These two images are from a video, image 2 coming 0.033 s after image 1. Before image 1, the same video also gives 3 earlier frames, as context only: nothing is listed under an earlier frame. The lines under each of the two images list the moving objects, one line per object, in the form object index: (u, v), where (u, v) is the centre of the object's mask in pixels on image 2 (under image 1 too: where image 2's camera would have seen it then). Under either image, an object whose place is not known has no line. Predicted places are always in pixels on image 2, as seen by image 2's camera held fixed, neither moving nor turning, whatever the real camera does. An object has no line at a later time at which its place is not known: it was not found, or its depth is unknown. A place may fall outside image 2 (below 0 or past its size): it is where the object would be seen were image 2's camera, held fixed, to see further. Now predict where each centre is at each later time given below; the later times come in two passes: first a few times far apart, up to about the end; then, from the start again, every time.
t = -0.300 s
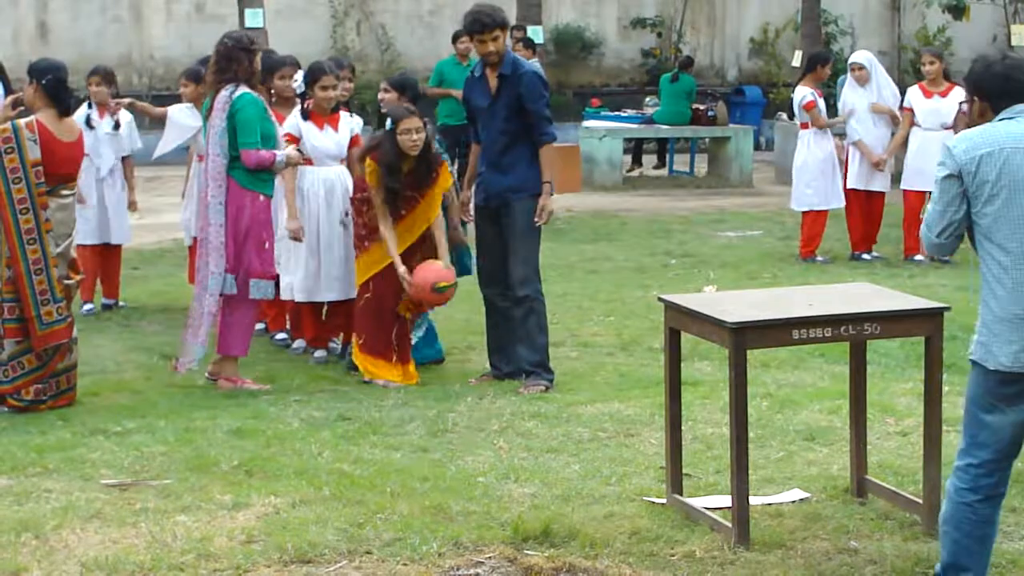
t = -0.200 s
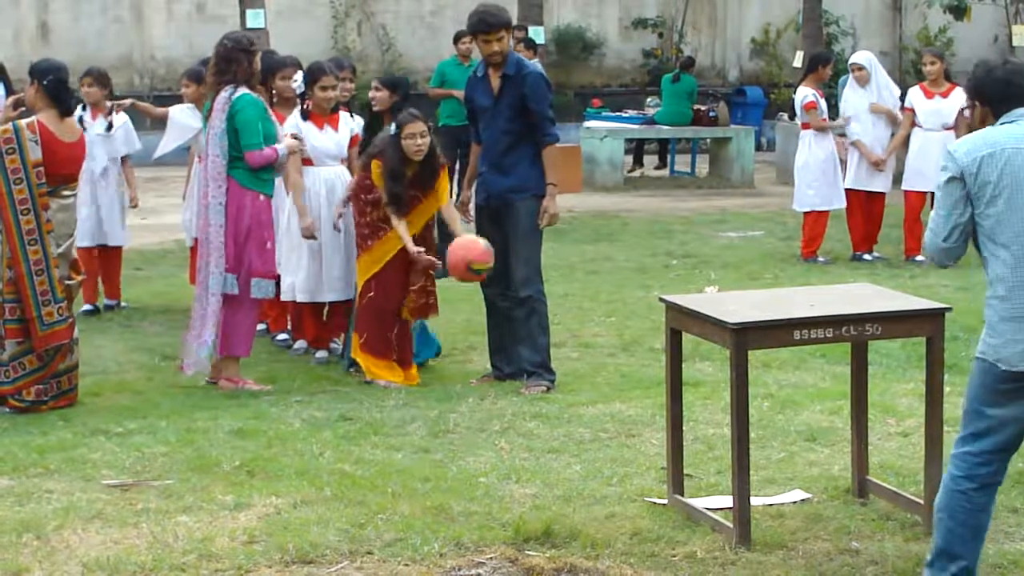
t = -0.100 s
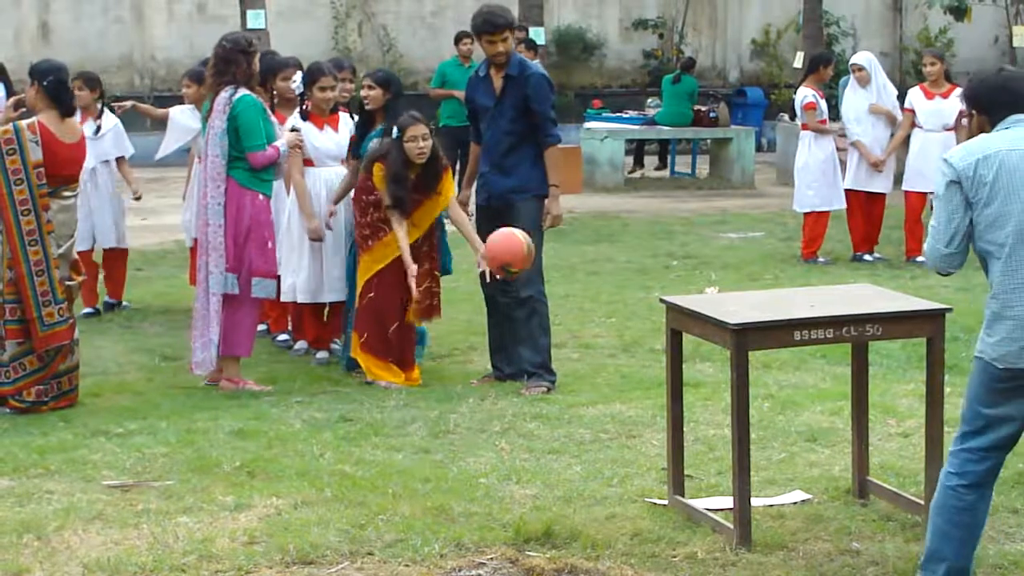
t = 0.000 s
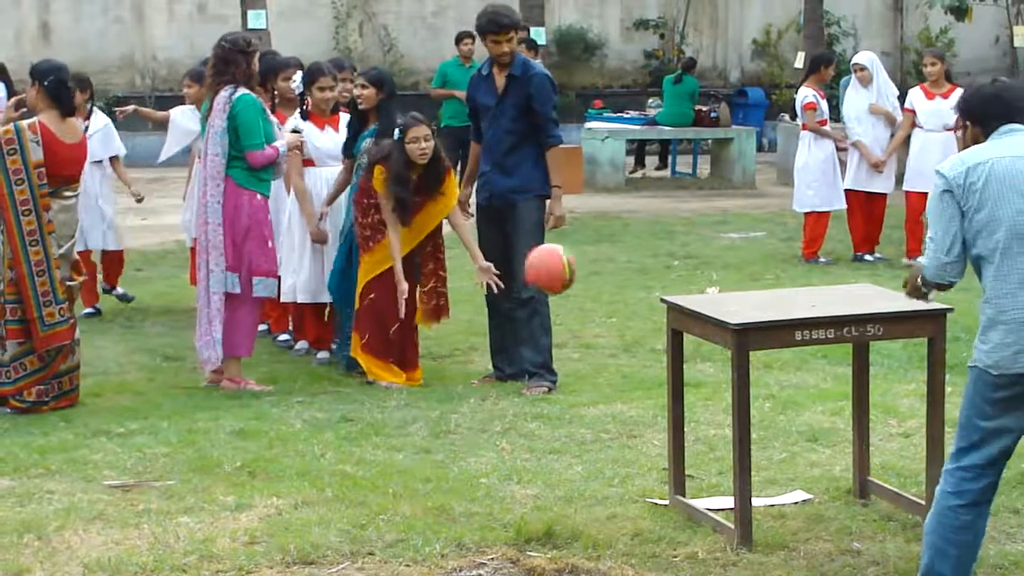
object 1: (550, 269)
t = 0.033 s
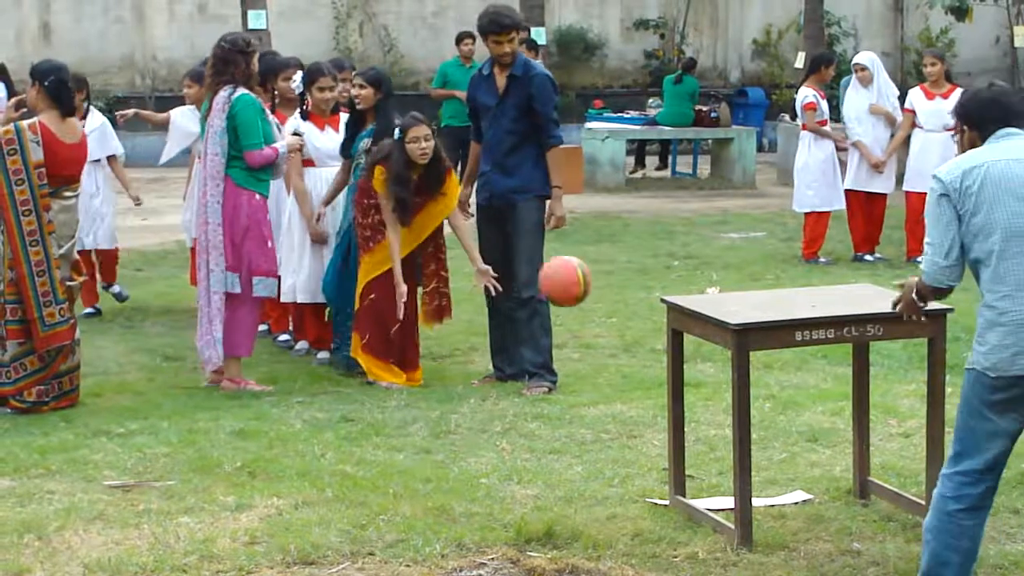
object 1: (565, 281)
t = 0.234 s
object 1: (650, 419)
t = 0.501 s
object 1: (733, 368)
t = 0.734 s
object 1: (804, 404)
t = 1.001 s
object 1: (887, 474)
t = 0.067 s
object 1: (579, 295)
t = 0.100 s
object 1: (594, 313)
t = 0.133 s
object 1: (610, 334)
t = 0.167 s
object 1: (624, 359)
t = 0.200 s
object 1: (640, 388)
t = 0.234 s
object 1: (650, 419)
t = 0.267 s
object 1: (669, 457)
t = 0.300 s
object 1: (687, 457)
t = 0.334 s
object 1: (701, 435)
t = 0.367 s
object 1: (706, 415)
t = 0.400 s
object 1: (708, 399)
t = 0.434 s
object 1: (714, 385)
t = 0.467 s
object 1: (718, 375)
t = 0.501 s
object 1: (733, 368)
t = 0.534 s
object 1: (750, 369)
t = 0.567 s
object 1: (768, 370)
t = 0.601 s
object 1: (773, 372)
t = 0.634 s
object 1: (778, 374)
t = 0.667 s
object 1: (785, 379)
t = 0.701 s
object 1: (795, 390)
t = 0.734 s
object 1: (804, 404)
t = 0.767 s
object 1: (814, 423)
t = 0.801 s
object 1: (824, 445)
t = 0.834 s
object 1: (835, 472)
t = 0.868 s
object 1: (844, 501)
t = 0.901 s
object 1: (854, 519)
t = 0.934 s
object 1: (865, 501)
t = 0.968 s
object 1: (875, 486)
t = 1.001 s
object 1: (887, 474)
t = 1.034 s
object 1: (900, 467)
